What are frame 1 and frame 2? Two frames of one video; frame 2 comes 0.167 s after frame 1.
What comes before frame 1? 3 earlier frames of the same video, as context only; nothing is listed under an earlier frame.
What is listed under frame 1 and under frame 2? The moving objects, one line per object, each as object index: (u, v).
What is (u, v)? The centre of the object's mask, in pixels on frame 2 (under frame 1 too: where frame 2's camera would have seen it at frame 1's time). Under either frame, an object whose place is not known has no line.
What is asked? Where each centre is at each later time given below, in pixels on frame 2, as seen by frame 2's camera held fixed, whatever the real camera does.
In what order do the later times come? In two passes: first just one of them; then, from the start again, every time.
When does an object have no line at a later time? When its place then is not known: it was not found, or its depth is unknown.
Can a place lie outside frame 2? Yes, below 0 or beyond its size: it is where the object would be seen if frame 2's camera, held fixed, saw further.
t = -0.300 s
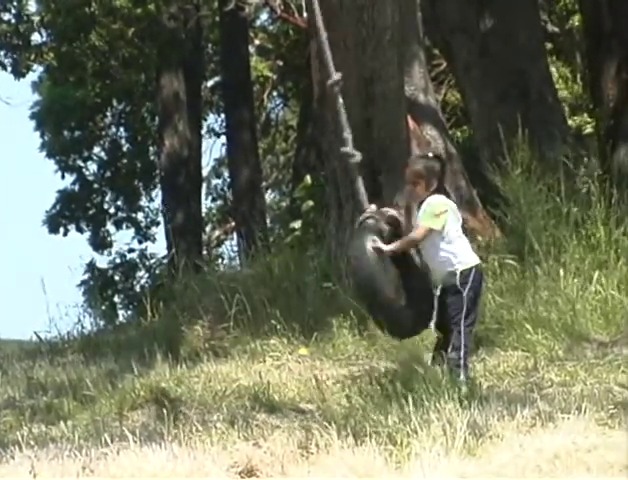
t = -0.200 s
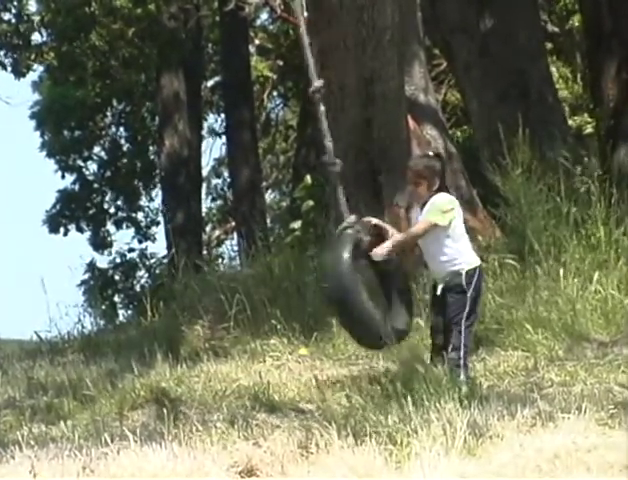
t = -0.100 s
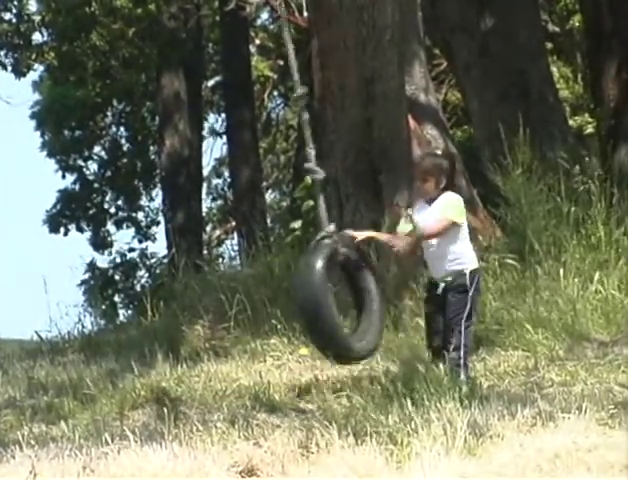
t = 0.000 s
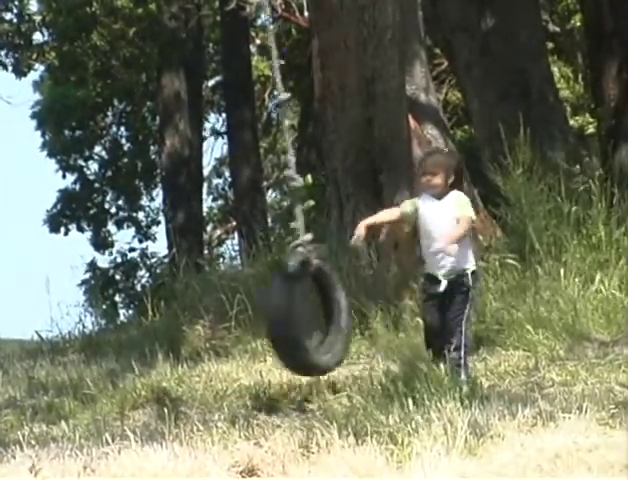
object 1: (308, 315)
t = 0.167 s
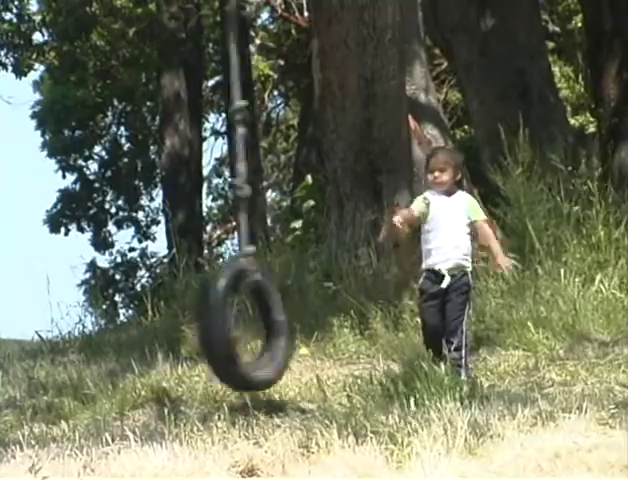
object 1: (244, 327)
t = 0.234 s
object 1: (217, 330)
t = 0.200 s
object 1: (229, 328)
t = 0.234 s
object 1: (217, 330)
